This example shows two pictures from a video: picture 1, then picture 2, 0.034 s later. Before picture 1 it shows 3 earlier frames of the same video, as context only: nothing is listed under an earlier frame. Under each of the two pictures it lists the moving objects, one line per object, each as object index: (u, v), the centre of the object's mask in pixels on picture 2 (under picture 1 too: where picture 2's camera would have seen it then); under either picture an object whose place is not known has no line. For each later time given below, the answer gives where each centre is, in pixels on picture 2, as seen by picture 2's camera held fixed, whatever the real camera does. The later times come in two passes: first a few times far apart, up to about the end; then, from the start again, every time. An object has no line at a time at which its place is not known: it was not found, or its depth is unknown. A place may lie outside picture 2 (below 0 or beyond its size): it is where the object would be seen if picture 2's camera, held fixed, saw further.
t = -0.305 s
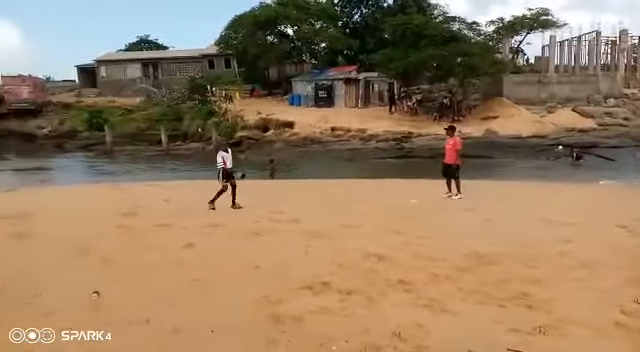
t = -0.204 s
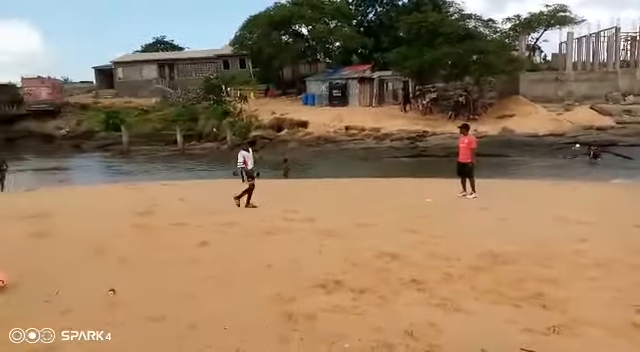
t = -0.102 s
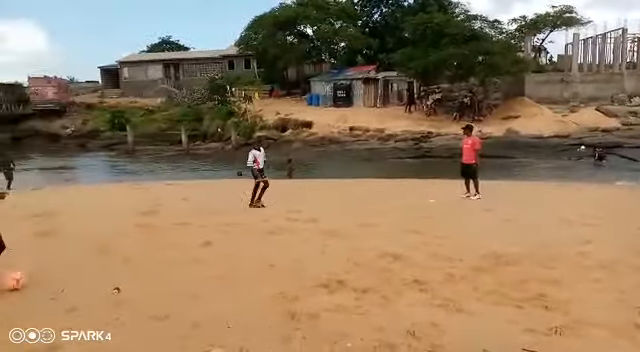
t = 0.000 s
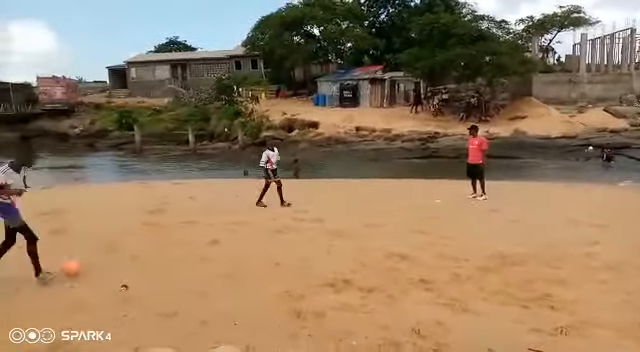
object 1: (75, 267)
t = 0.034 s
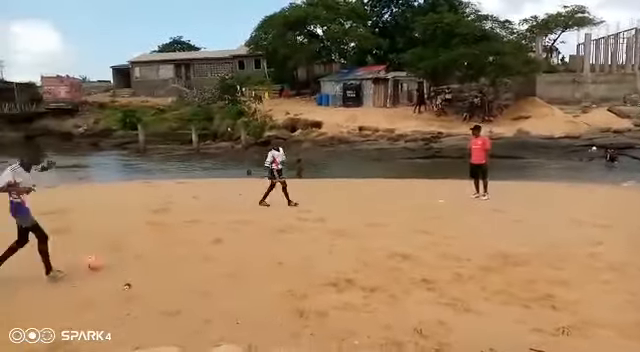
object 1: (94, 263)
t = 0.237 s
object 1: (182, 240)
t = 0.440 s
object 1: (236, 226)
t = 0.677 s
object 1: (279, 218)
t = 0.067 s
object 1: (111, 259)
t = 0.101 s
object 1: (129, 253)
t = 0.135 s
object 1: (143, 250)
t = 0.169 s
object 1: (155, 246)
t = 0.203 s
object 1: (170, 244)
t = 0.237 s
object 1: (182, 240)
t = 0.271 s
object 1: (192, 237)
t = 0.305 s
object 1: (204, 236)
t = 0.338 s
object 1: (214, 231)
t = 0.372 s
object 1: (222, 229)
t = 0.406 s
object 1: (228, 228)
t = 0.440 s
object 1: (236, 226)
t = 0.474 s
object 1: (242, 224)
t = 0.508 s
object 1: (252, 225)
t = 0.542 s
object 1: (257, 222)
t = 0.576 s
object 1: (262, 221)
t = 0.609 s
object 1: (270, 220)
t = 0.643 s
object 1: (275, 219)
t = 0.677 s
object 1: (279, 218)
